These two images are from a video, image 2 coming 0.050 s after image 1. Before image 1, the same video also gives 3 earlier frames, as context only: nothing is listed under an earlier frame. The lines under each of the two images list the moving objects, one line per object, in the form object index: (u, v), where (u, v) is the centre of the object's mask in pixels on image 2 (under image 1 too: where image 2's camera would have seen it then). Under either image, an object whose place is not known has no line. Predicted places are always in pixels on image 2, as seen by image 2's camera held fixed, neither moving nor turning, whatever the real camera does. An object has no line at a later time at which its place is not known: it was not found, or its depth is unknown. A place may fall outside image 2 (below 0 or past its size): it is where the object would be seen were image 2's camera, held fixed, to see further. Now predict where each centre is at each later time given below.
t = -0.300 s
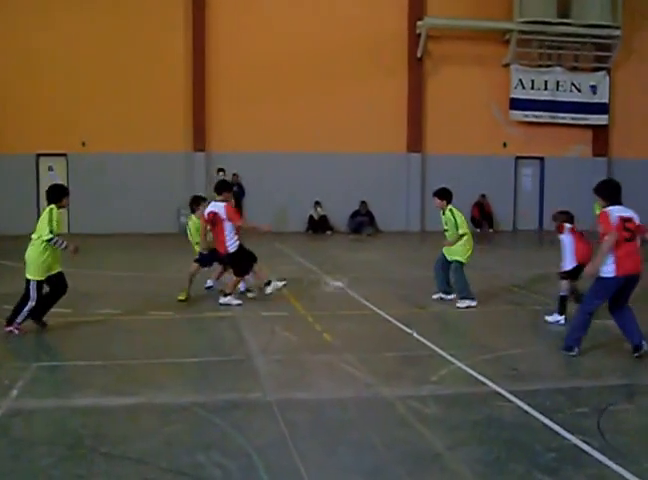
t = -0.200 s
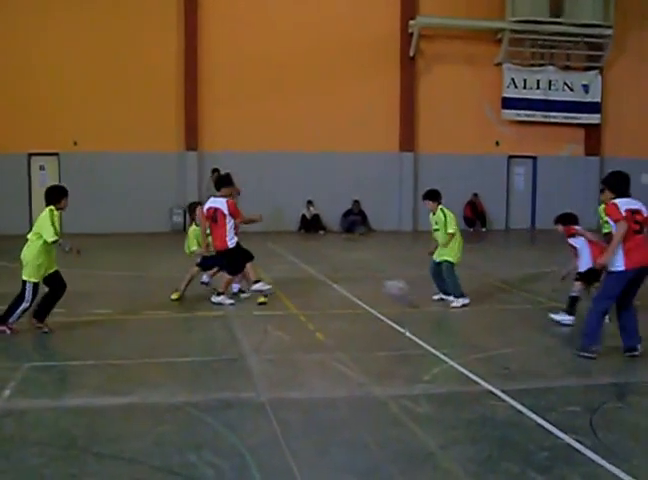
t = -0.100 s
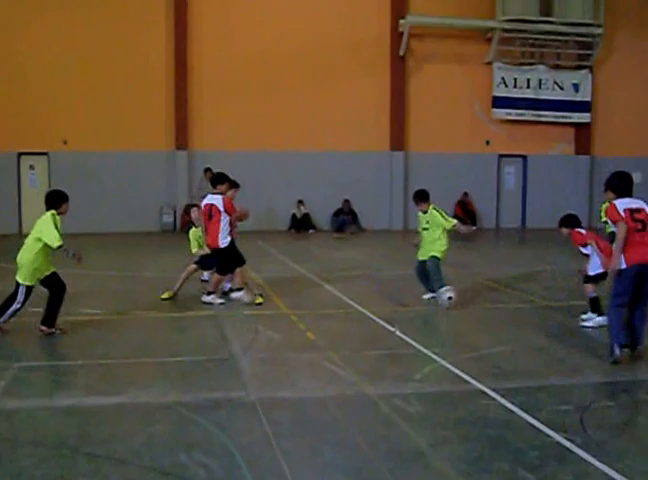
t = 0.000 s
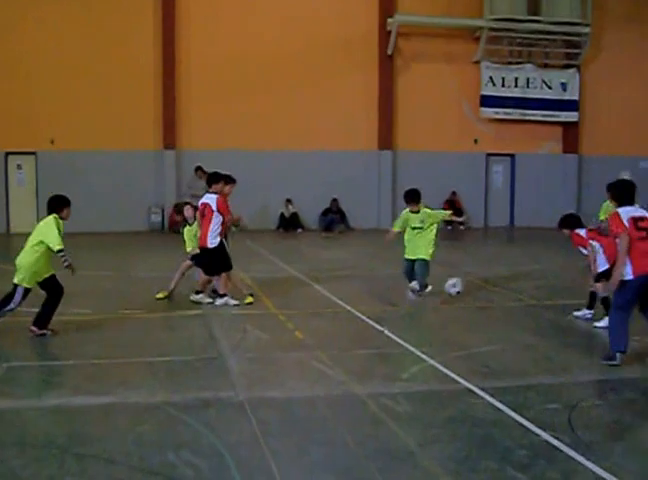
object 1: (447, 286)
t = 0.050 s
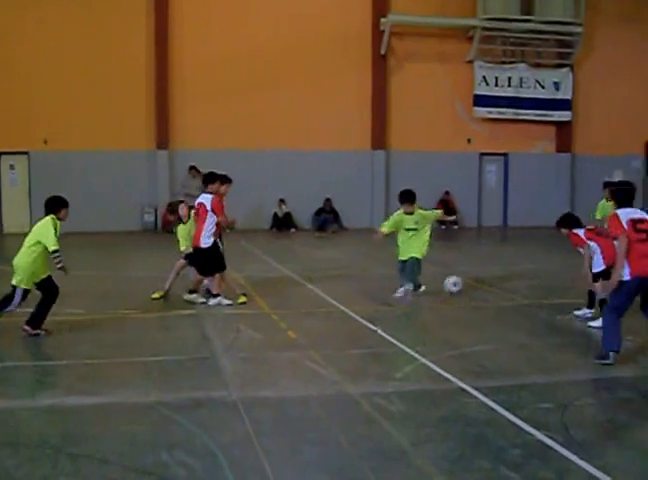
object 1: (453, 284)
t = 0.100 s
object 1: (464, 284)
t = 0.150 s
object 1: (471, 286)
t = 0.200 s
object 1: (484, 295)
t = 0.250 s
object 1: (491, 299)
